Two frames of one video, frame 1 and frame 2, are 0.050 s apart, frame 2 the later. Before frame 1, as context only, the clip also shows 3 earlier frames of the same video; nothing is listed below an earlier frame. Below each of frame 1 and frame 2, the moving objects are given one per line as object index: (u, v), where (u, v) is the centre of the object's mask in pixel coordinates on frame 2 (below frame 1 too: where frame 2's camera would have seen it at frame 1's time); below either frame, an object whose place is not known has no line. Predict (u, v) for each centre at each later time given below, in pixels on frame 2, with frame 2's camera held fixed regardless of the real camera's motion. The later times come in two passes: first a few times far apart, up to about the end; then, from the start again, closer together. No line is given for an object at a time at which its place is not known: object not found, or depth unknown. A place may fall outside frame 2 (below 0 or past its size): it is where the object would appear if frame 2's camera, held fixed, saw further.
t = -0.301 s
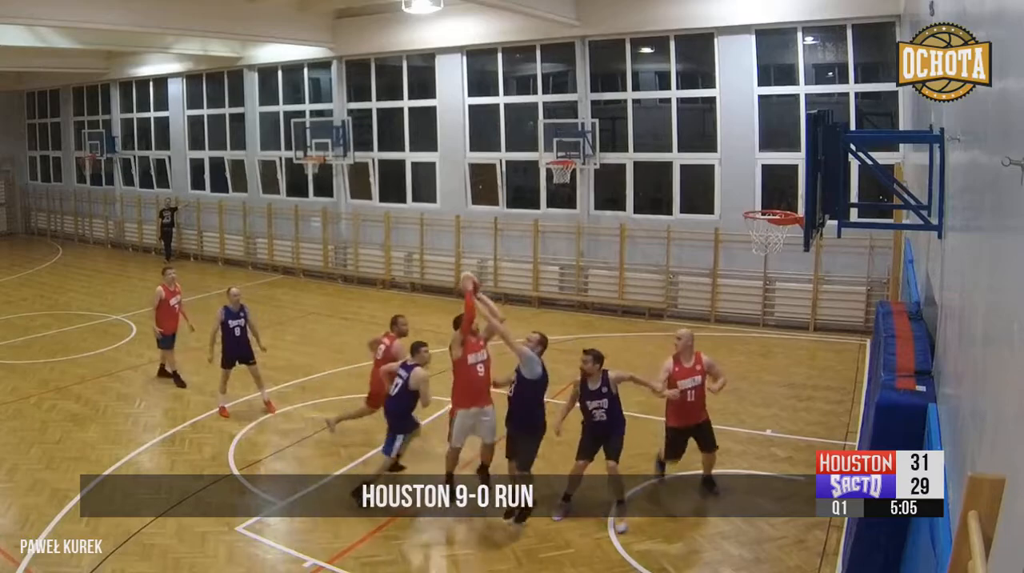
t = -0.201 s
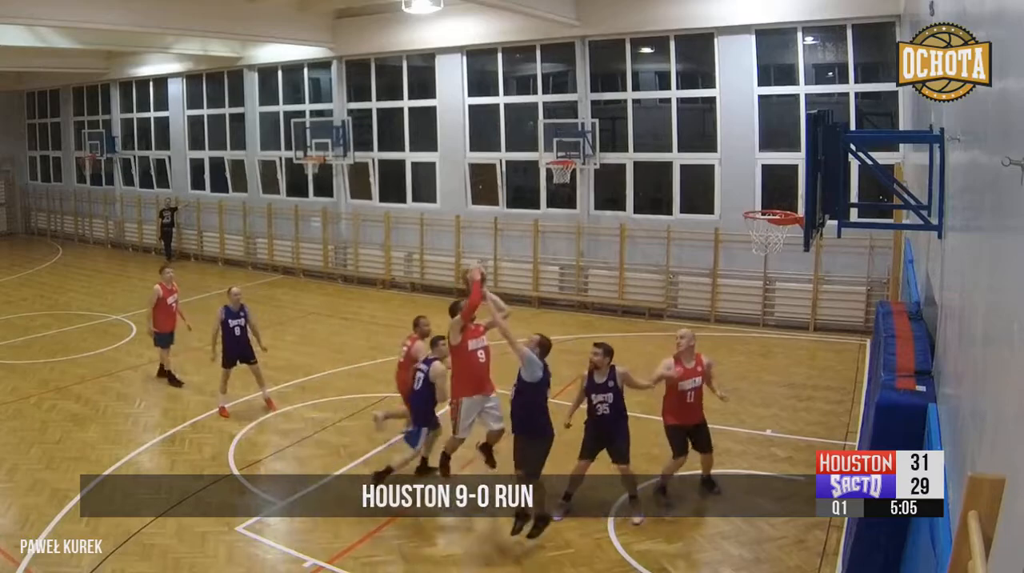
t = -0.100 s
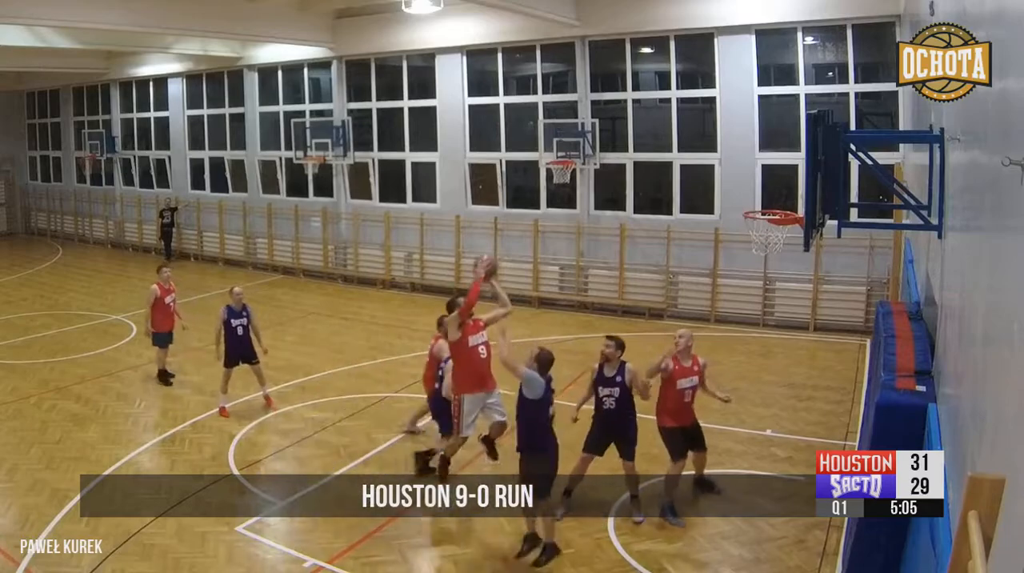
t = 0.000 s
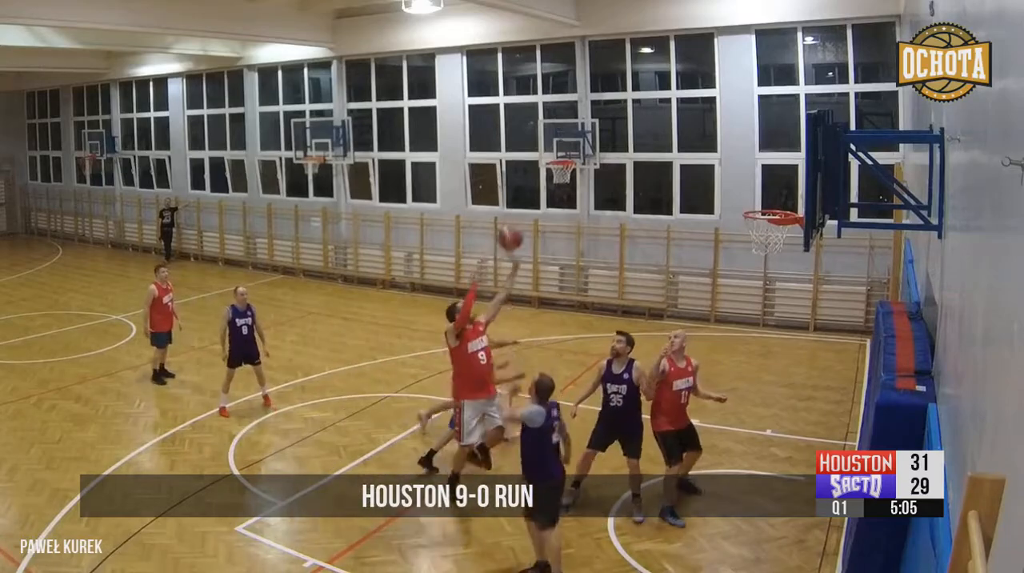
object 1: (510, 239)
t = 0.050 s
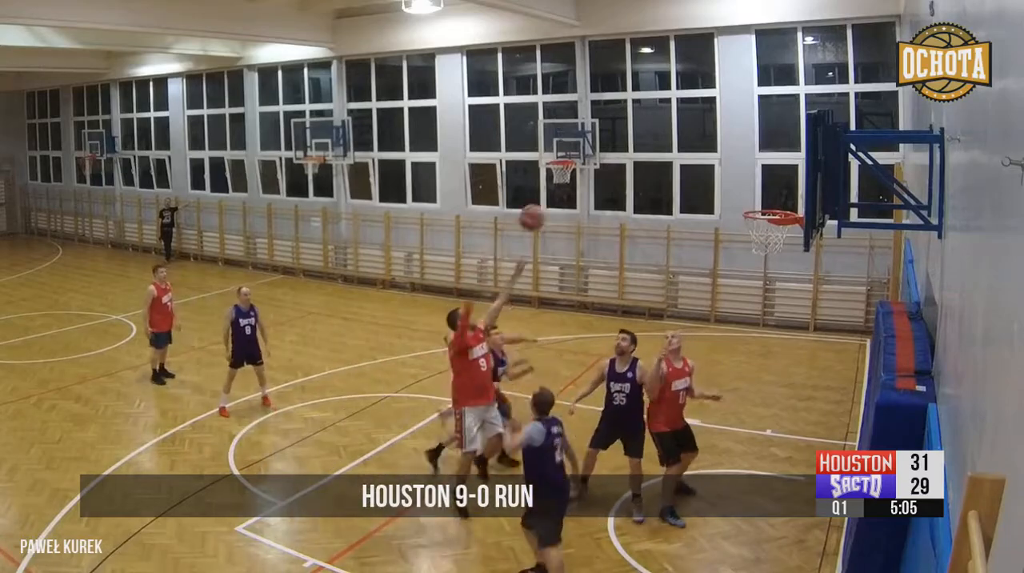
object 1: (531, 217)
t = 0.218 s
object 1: (603, 171)
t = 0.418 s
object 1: (690, 152)
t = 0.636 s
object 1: (783, 182)
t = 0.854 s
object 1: (756, 190)
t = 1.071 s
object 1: (698, 209)
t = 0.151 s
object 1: (574, 187)
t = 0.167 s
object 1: (581, 181)
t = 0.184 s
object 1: (589, 178)
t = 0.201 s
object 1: (596, 173)
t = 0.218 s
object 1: (603, 171)
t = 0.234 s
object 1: (611, 167)
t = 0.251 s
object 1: (618, 165)
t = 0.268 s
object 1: (625, 162)
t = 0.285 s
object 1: (632, 159)
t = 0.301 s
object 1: (640, 157)
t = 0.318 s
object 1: (647, 155)
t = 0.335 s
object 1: (653, 154)
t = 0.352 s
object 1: (660, 153)
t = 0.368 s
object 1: (667, 152)
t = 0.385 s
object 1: (675, 152)
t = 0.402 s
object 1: (682, 152)
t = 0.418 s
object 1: (690, 152)
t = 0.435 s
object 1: (697, 152)
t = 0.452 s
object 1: (704, 153)
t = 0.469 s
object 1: (711, 154)
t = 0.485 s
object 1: (719, 156)
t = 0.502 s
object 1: (726, 158)
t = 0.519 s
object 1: (734, 162)
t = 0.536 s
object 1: (741, 164)
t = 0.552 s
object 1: (748, 165)
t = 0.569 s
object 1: (755, 168)
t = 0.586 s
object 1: (762, 171)
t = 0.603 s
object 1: (770, 177)
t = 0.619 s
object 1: (777, 179)
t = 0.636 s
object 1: (783, 182)
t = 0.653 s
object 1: (790, 186)
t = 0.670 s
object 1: (794, 191)
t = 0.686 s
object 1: (796, 196)
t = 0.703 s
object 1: (794, 201)
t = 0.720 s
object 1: (792, 201)
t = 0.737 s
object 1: (787, 198)
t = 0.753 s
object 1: (783, 196)
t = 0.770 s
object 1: (779, 195)
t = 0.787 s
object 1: (774, 193)
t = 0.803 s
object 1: (770, 193)
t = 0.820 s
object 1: (765, 191)
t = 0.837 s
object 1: (760, 190)
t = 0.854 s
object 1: (756, 190)
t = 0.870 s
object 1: (751, 190)
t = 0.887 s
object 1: (747, 190)
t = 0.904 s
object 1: (742, 189)
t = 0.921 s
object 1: (738, 190)
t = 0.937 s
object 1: (734, 191)
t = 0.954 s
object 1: (729, 193)
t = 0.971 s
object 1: (724, 194)
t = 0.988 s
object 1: (720, 196)
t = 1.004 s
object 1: (715, 198)
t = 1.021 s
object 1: (711, 200)
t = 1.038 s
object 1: (706, 203)
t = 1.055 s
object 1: (702, 206)
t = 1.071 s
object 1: (698, 209)
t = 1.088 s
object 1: (693, 213)
